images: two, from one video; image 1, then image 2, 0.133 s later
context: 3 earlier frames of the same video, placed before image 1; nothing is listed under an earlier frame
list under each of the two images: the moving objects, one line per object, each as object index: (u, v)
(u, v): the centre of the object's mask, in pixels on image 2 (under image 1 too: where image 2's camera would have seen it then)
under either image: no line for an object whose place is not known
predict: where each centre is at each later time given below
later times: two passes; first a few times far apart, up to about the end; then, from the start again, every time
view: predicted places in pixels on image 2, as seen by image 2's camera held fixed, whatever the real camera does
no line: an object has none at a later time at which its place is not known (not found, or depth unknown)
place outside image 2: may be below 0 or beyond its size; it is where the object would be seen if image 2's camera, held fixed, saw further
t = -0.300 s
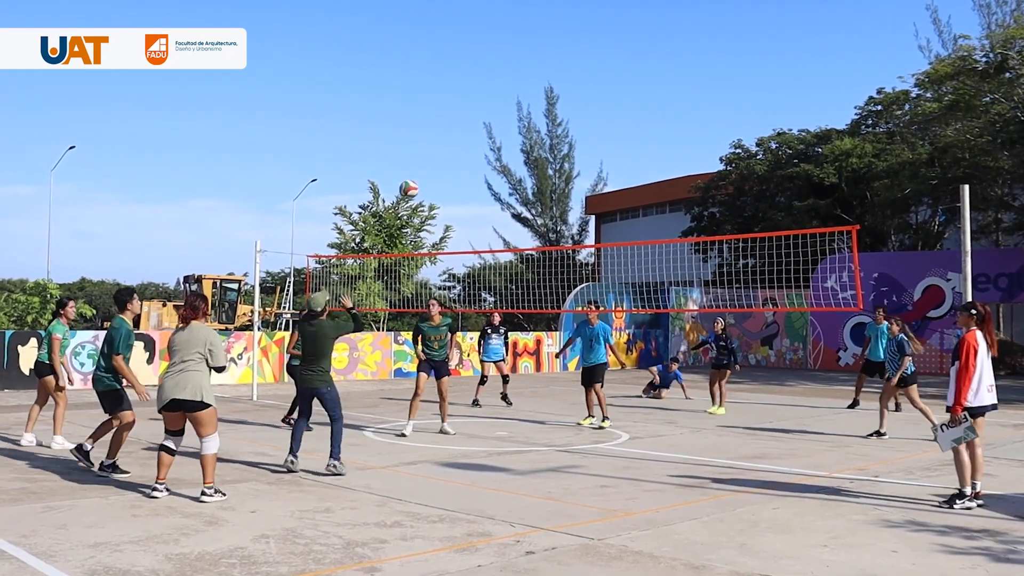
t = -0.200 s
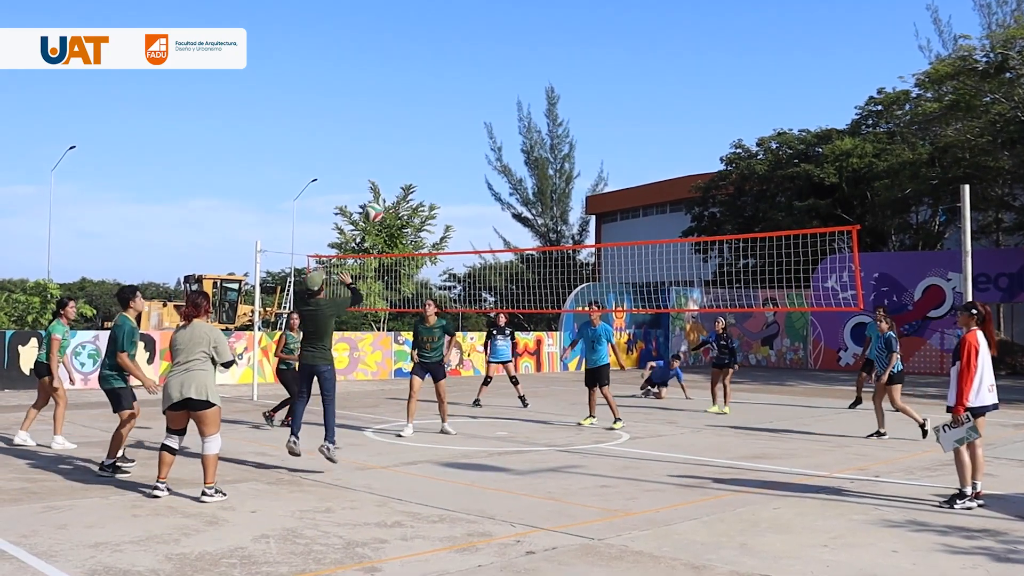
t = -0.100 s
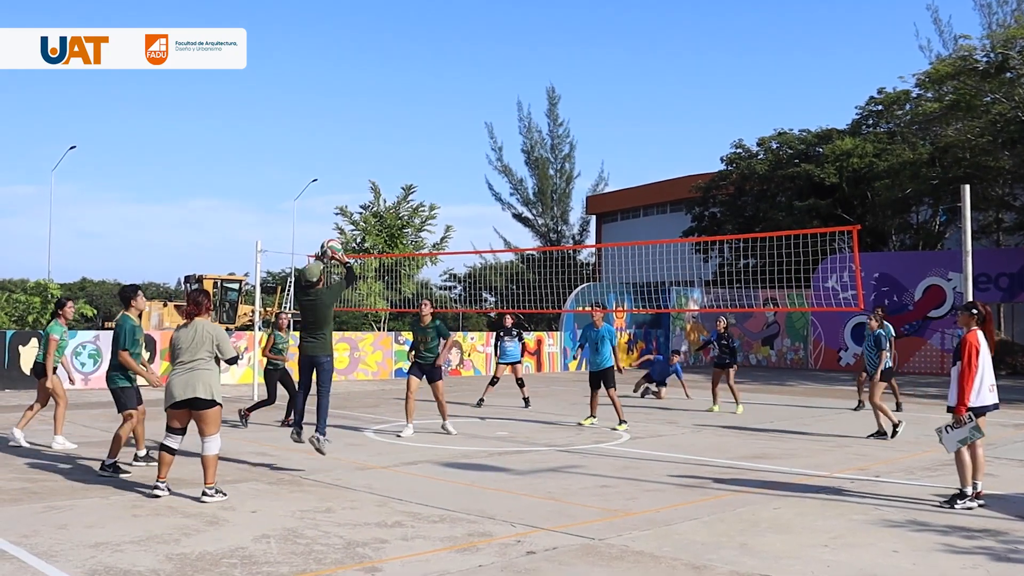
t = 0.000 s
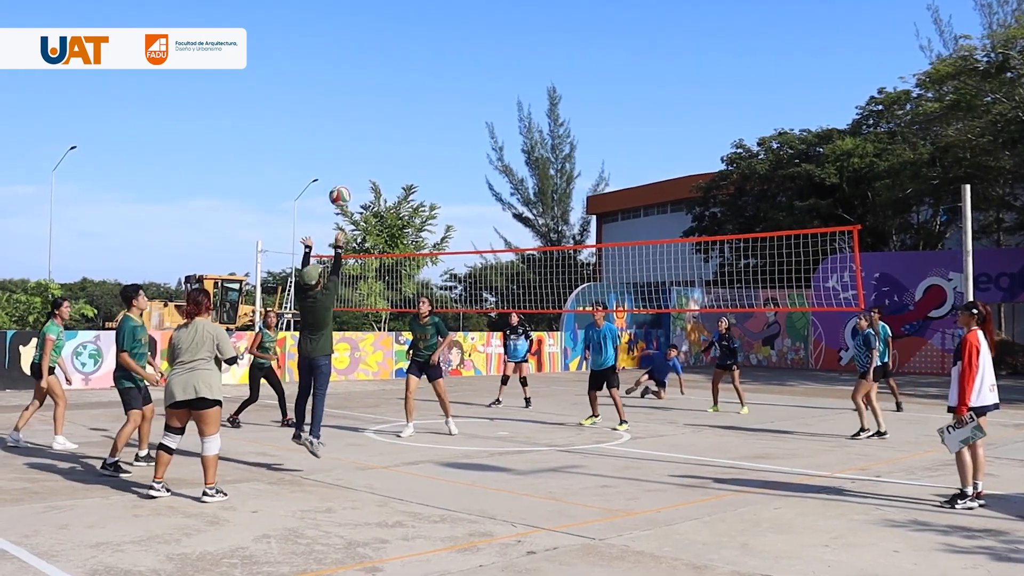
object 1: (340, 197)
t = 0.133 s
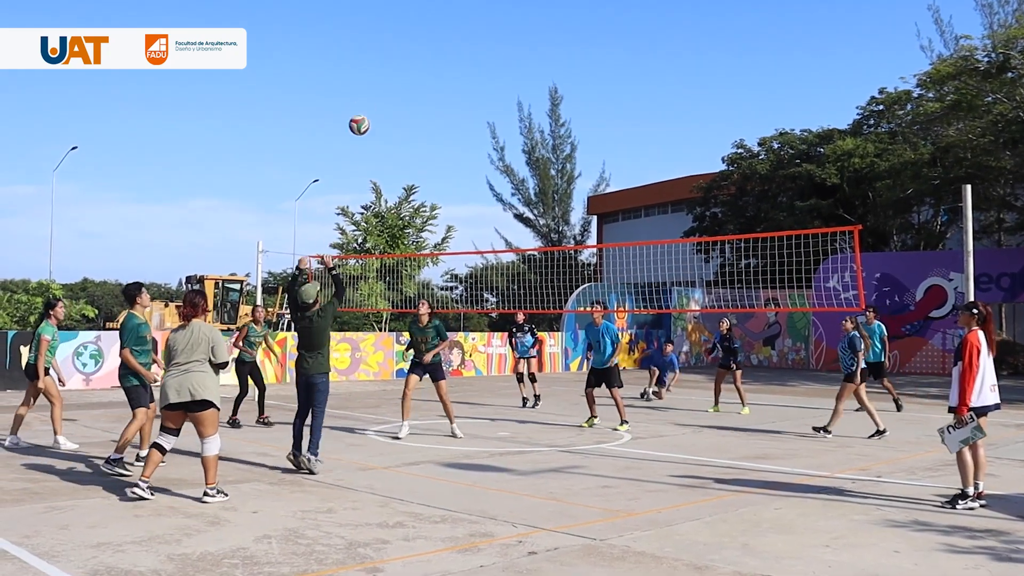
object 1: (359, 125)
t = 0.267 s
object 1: (376, 75)
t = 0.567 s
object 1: (409, 29)
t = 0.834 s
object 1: (434, 55)
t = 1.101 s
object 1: (457, 135)
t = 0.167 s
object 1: (363, 111)
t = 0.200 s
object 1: (368, 98)
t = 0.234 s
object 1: (371, 86)
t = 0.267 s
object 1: (376, 75)
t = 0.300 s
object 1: (379, 65)
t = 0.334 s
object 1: (383, 57)
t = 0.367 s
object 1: (387, 50)
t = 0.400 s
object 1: (391, 44)
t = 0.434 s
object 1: (395, 39)
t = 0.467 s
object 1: (398, 35)
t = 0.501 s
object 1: (402, 32)
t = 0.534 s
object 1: (405, 30)
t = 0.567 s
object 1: (409, 29)
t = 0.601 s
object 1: (412, 29)
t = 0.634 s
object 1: (415, 30)
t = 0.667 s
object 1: (418, 32)
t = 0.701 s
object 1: (422, 35)
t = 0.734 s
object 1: (425, 39)
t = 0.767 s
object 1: (428, 43)
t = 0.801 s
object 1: (431, 49)
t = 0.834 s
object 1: (434, 55)
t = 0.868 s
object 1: (437, 62)
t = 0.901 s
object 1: (440, 71)
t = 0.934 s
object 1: (443, 79)
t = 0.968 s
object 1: (446, 89)
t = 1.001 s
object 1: (449, 100)
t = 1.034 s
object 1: (452, 111)
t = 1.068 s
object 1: (454, 123)
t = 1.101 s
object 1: (457, 135)
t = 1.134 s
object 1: (460, 149)
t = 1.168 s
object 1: (462, 163)
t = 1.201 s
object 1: (465, 178)
